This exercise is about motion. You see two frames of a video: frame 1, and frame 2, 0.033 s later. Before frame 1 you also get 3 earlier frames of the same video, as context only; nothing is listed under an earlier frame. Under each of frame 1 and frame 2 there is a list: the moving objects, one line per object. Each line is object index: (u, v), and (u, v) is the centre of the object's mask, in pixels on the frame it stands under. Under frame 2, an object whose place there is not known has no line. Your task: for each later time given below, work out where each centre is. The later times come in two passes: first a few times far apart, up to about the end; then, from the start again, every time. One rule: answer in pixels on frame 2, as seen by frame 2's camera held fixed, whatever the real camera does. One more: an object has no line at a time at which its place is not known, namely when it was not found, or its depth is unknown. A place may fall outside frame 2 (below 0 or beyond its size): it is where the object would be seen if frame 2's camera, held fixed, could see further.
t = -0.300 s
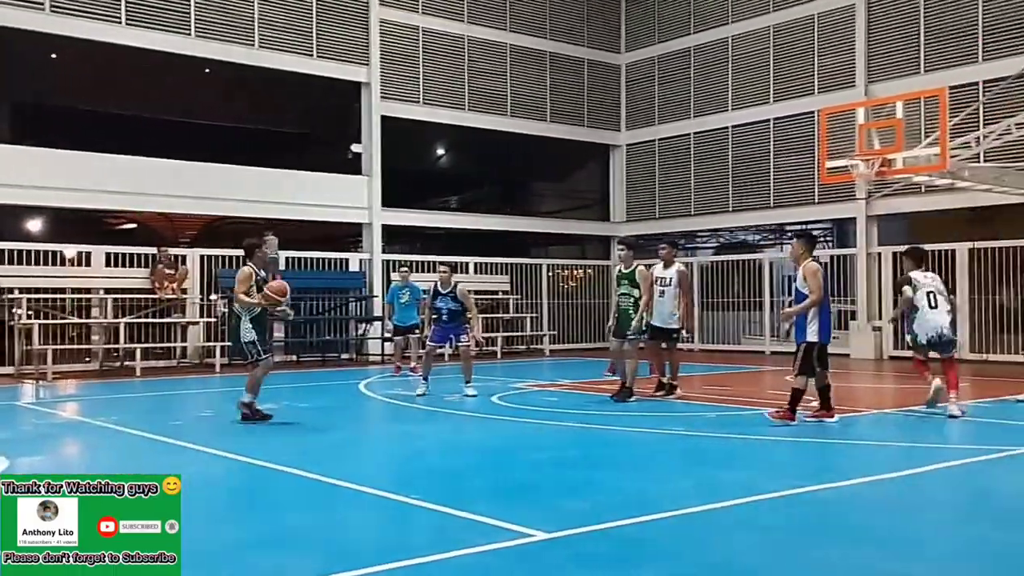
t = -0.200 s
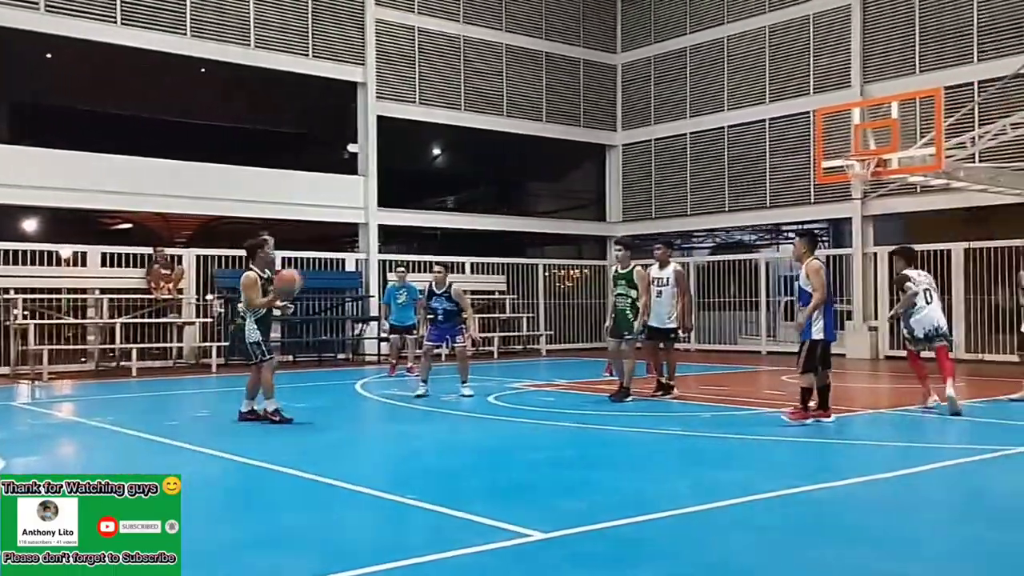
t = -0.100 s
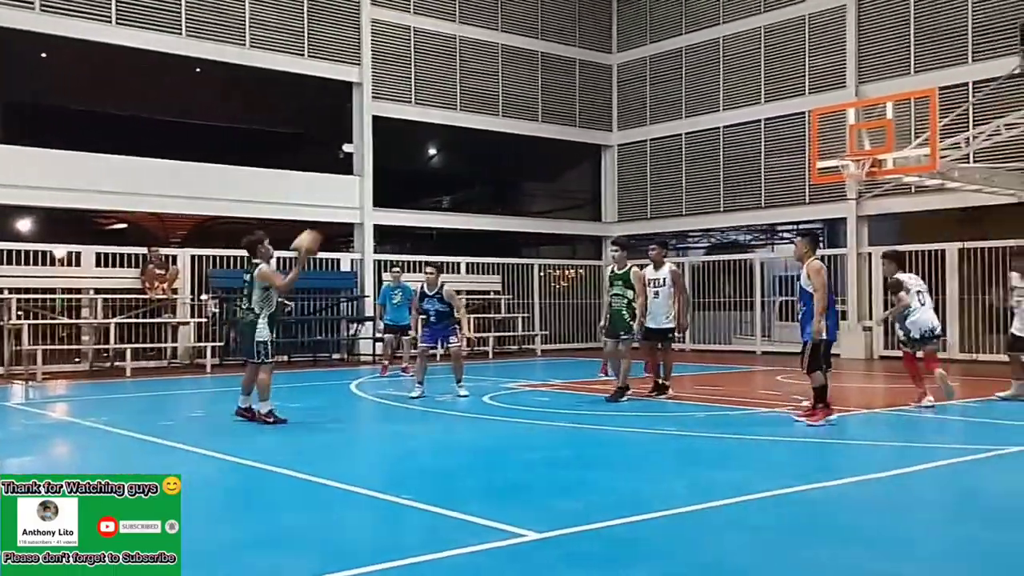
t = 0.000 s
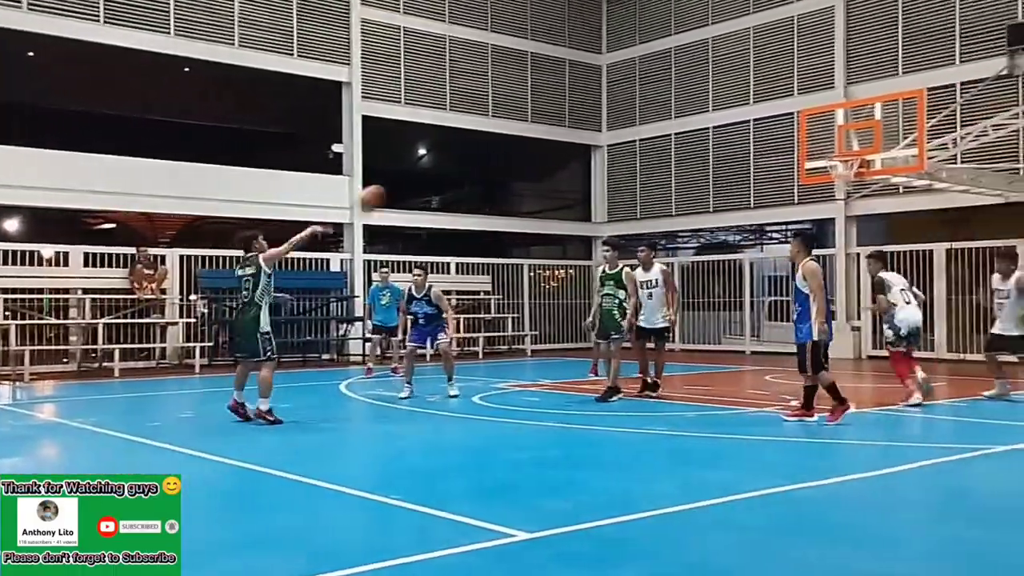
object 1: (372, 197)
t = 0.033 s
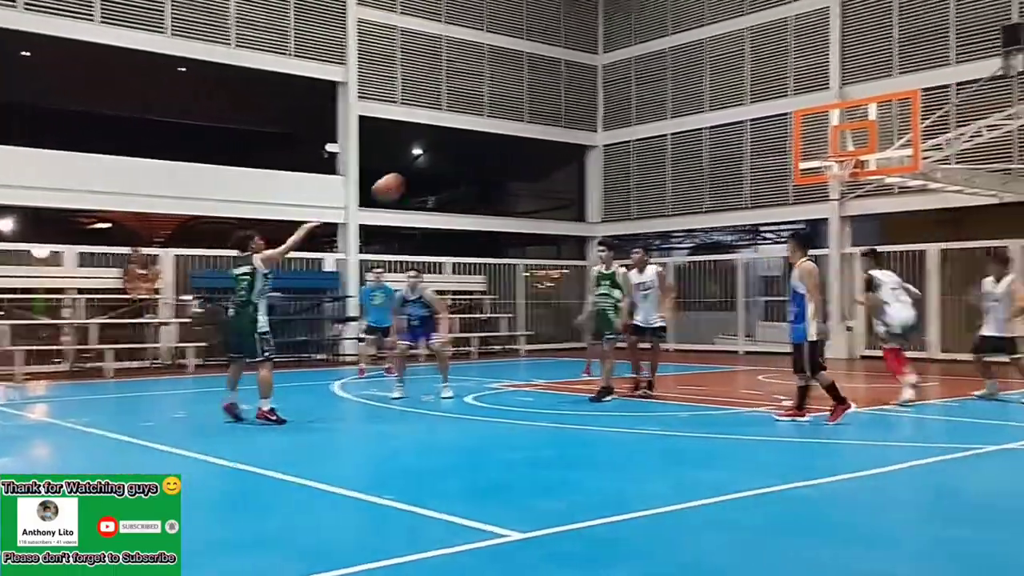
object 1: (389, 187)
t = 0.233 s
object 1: (524, 147)
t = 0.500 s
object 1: (671, 152)
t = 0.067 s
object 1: (413, 176)
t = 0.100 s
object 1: (436, 167)
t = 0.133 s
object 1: (459, 160)
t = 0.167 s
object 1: (482, 155)
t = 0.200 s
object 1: (503, 150)
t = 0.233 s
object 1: (524, 147)
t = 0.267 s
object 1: (544, 145)
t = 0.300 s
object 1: (564, 143)
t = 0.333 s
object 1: (584, 142)
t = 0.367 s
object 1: (601, 143)
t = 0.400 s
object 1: (621, 143)
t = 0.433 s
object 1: (637, 144)
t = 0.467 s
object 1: (654, 148)
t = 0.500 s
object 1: (671, 152)
